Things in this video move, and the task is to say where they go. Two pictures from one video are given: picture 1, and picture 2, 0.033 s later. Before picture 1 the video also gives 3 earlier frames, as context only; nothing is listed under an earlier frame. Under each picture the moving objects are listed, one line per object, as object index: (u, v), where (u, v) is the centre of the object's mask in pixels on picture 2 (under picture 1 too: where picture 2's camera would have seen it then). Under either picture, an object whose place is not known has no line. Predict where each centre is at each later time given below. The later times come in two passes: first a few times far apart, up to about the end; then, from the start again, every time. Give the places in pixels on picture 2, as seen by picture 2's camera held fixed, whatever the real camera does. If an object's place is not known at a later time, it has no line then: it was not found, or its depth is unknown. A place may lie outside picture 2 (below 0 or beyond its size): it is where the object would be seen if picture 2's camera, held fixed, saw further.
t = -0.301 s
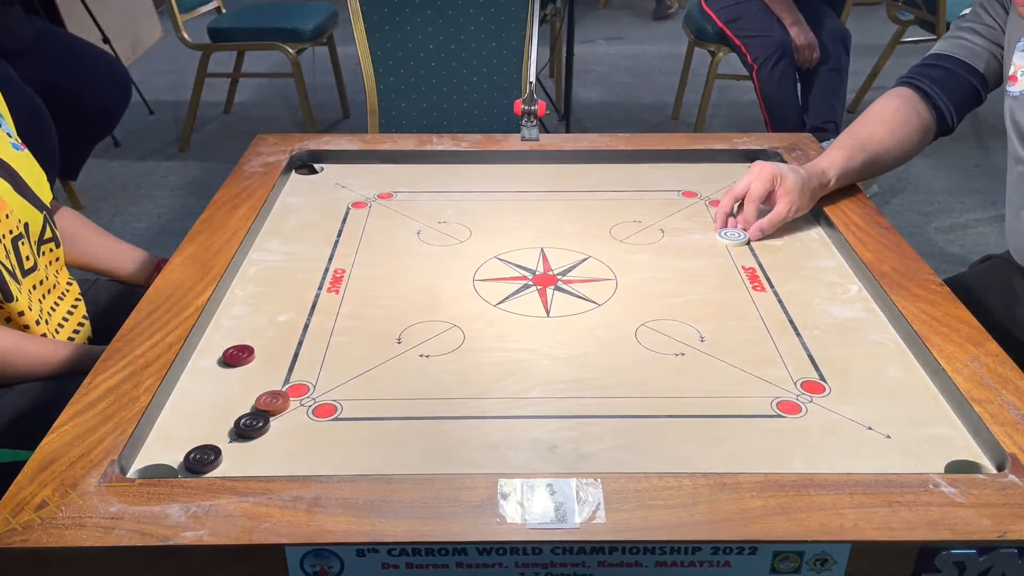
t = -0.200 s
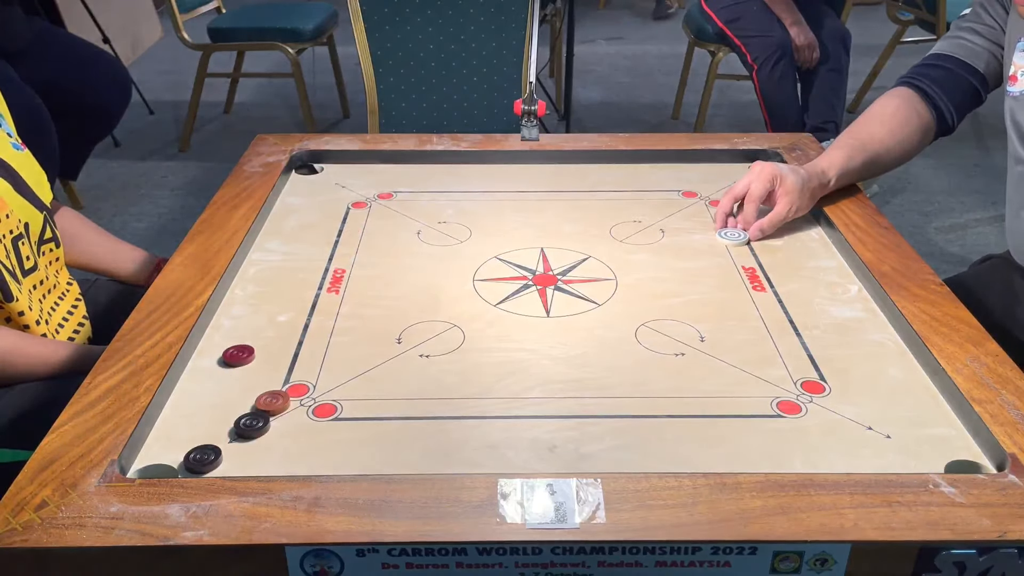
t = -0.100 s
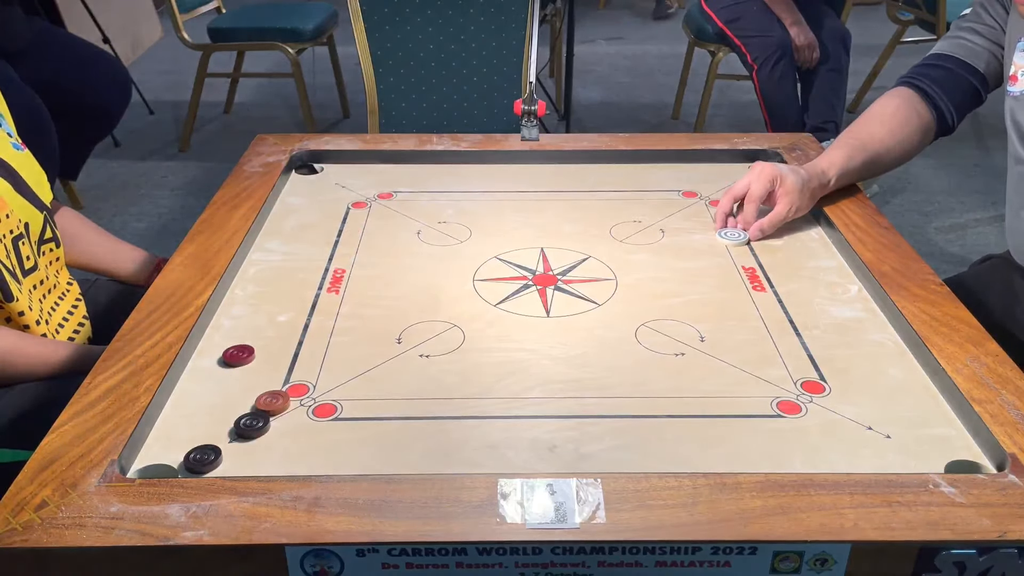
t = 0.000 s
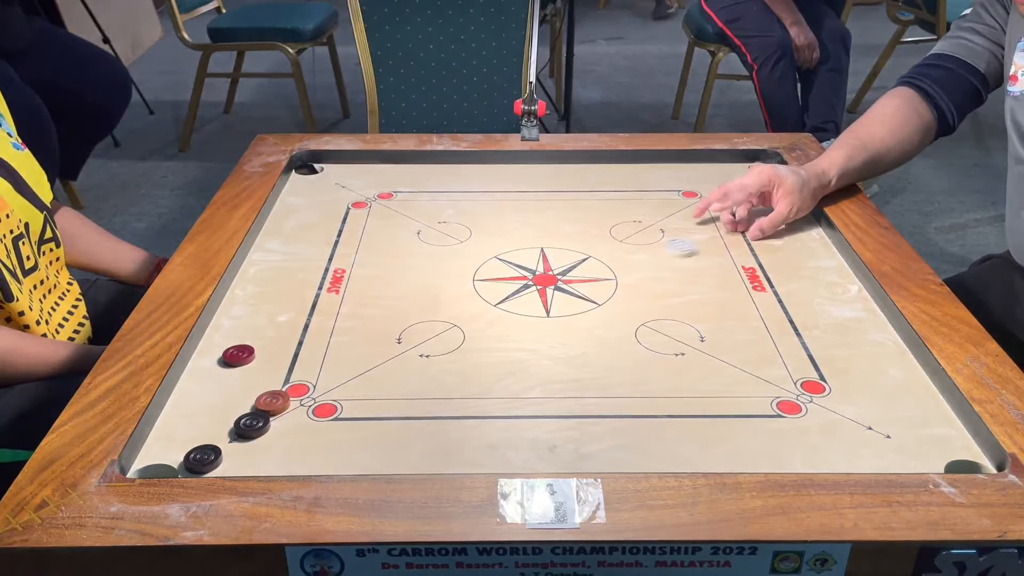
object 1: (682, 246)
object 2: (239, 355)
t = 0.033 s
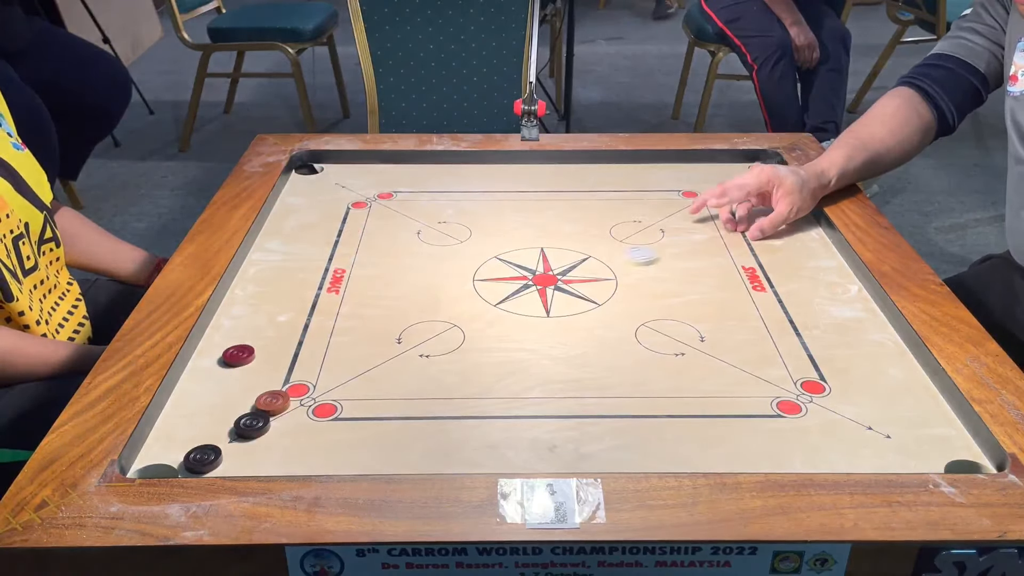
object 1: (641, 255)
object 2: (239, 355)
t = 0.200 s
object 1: (429, 298)
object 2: (239, 355)
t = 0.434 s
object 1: (306, 347)
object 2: (229, 379)
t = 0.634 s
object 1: (511, 367)
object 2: (212, 414)
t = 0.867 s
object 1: (729, 388)
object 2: (207, 424)
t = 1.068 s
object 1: (893, 405)
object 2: (206, 424)
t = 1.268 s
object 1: (865, 407)
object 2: (206, 424)
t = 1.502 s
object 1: (798, 406)
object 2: (206, 424)
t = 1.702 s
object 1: (787, 406)
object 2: (206, 424)
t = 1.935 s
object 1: (786, 405)
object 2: (206, 424)
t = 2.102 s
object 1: (786, 405)
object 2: (206, 424)
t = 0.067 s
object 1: (601, 264)
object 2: (239, 355)
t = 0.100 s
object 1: (560, 271)
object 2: (239, 355)
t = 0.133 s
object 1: (517, 280)
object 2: (239, 355)
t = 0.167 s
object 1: (474, 289)
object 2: (239, 355)
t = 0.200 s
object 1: (429, 298)
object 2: (239, 355)
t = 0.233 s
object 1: (385, 307)
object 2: (239, 355)
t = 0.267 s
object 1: (338, 317)
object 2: (239, 355)
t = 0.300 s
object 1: (290, 326)
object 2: (239, 355)
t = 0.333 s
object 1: (239, 335)
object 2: (238, 356)
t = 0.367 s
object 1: (234, 341)
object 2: (235, 363)
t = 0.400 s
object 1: (270, 344)
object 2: (232, 371)
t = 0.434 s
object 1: (306, 347)
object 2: (229, 379)
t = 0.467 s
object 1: (342, 351)
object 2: (225, 386)
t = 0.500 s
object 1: (376, 354)
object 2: (222, 393)
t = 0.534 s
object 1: (411, 357)
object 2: (219, 399)
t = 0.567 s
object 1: (444, 361)
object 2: (217, 405)
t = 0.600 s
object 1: (478, 364)
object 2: (214, 410)
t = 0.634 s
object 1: (511, 367)
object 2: (212, 414)
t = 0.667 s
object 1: (543, 370)
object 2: (210, 418)
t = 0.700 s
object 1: (576, 373)
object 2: (209, 421)
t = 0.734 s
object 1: (607, 376)
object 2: (208, 423)
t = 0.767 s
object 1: (638, 380)
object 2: (207, 424)
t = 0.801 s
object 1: (670, 383)
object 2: (207, 424)
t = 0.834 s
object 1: (699, 385)
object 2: (207, 424)
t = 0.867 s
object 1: (729, 388)
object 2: (207, 424)
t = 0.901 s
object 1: (758, 391)
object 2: (206, 424)
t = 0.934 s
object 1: (786, 394)
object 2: (206, 424)
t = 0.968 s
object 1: (815, 397)
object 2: (206, 424)
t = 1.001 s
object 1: (840, 400)
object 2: (206, 424)
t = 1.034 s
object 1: (867, 403)
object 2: (206, 424)
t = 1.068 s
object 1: (893, 405)
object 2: (206, 424)
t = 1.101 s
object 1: (917, 408)
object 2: (206, 424)
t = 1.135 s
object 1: (929, 409)
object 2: (206, 424)
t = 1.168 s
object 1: (912, 409)
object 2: (206, 424)
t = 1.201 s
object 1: (895, 408)
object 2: (206, 424)
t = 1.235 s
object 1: (880, 408)
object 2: (206, 424)
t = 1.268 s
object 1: (865, 407)
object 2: (206, 424)
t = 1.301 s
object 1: (853, 407)
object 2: (206, 424)
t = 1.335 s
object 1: (841, 407)
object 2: (206, 424)
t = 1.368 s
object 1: (831, 407)
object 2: (206, 424)
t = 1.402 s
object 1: (821, 407)
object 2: (206, 424)
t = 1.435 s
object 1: (812, 406)
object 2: (206, 424)
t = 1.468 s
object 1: (804, 406)
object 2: (206, 424)
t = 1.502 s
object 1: (798, 406)
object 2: (206, 424)
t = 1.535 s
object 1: (794, 406)
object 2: (206, 424)
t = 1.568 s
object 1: (790, 406)
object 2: (206, 424)
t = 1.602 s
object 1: (787, 406)
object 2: (206, 424)
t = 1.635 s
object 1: (786, 406)
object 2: (206, 424)
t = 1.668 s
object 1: (787, 406)
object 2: (206, 424)
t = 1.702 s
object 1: (787, 406)
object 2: (206, 424)
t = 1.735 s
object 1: (786, 405)
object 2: (206, 424)
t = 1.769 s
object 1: (786, 406)
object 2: (206, 424)
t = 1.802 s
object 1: (786, 406)
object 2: (206, 424)
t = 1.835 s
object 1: (787, 406)
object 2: (206, 424)
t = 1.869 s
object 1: (787, 405)
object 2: (206, 424)
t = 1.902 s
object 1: (786, 406)
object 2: (206, 424)
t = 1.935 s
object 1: (786, 405)
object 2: (206, 424)
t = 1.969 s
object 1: (786, 405)
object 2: (206, 424)
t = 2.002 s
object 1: (786, 406)
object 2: (206, 424)
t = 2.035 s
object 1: (786, 405)
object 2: (206, 424)
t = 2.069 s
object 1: (786, 406)
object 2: (206, 424)
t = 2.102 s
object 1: (786, 405)
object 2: (206, 424)
